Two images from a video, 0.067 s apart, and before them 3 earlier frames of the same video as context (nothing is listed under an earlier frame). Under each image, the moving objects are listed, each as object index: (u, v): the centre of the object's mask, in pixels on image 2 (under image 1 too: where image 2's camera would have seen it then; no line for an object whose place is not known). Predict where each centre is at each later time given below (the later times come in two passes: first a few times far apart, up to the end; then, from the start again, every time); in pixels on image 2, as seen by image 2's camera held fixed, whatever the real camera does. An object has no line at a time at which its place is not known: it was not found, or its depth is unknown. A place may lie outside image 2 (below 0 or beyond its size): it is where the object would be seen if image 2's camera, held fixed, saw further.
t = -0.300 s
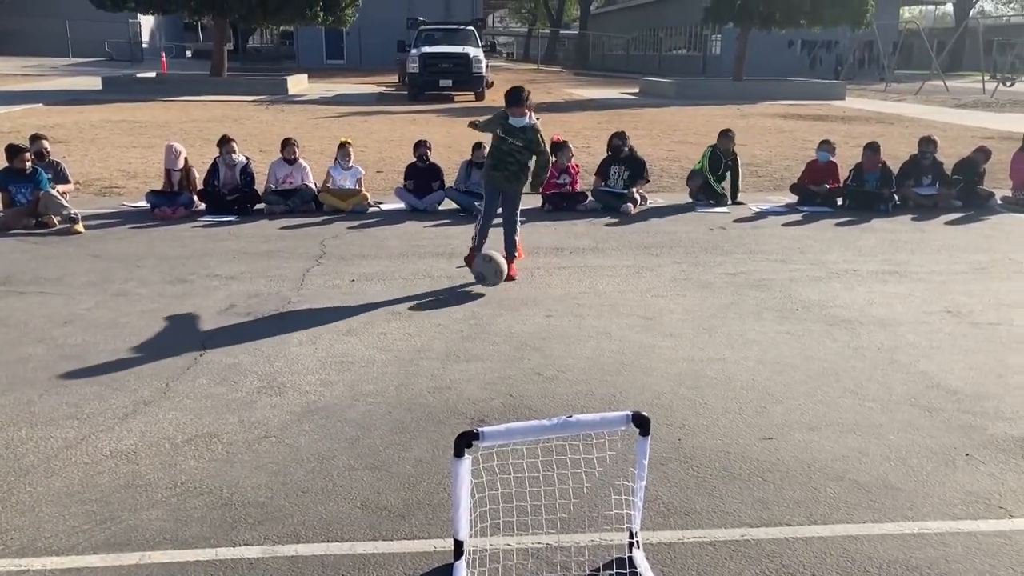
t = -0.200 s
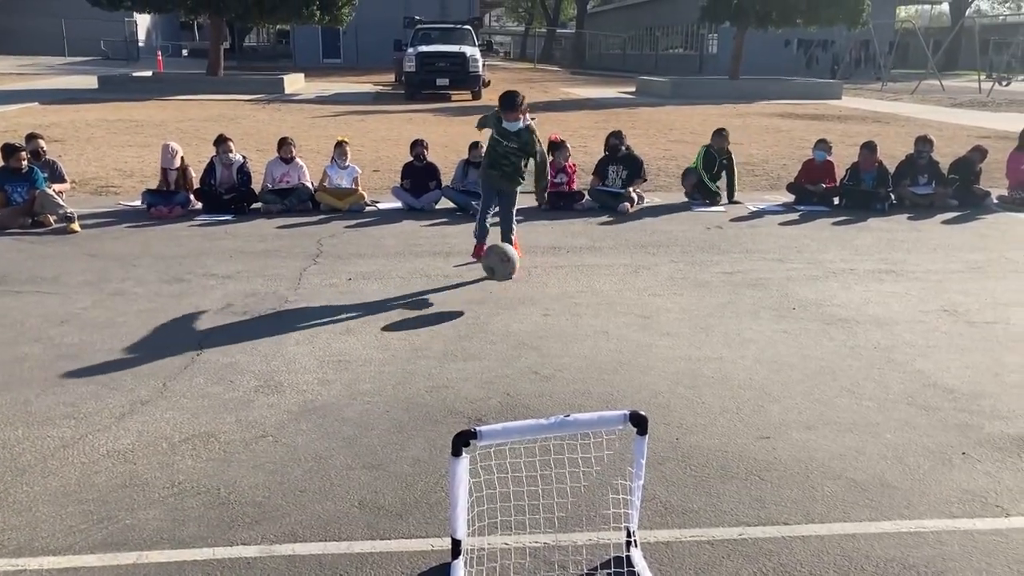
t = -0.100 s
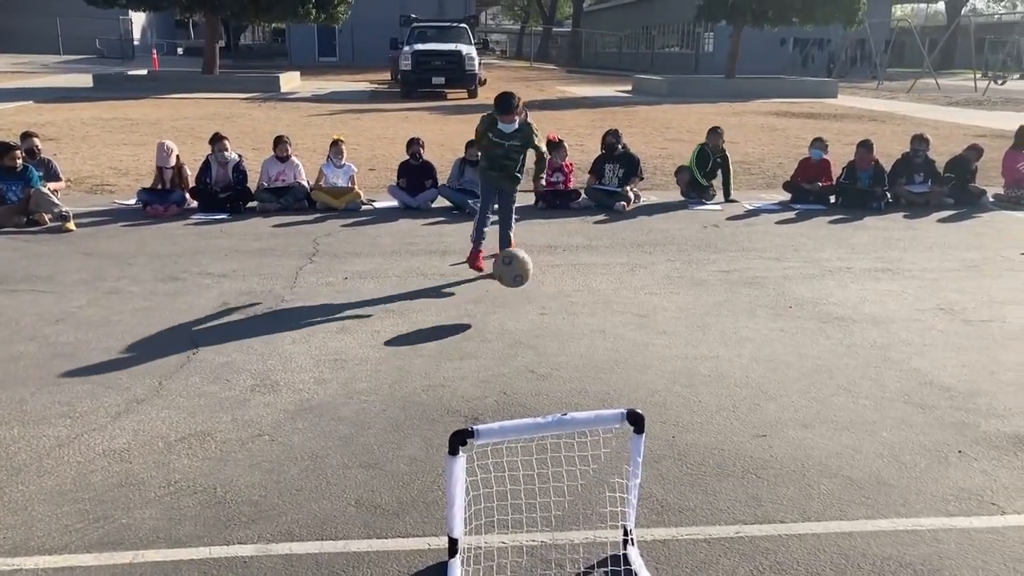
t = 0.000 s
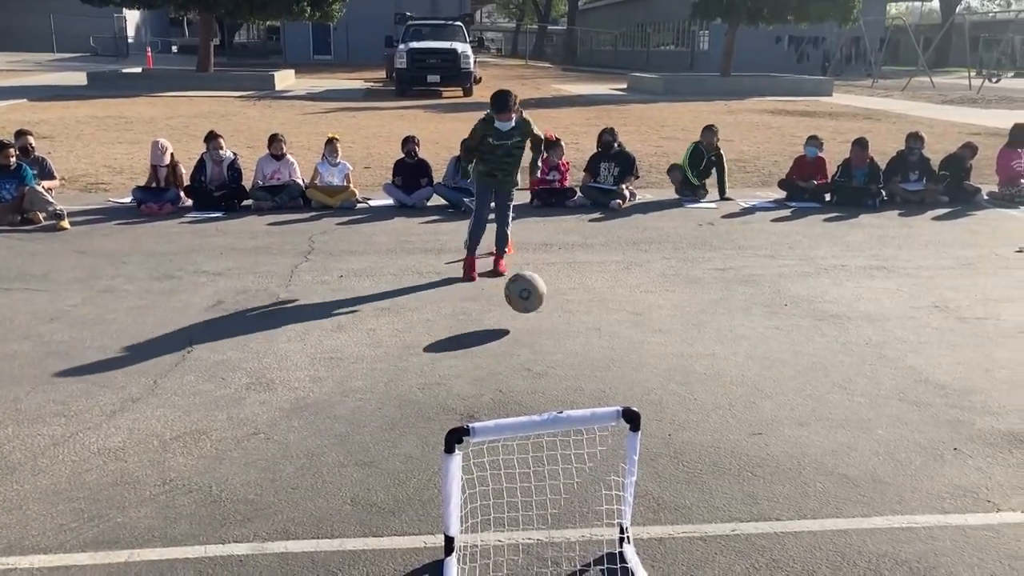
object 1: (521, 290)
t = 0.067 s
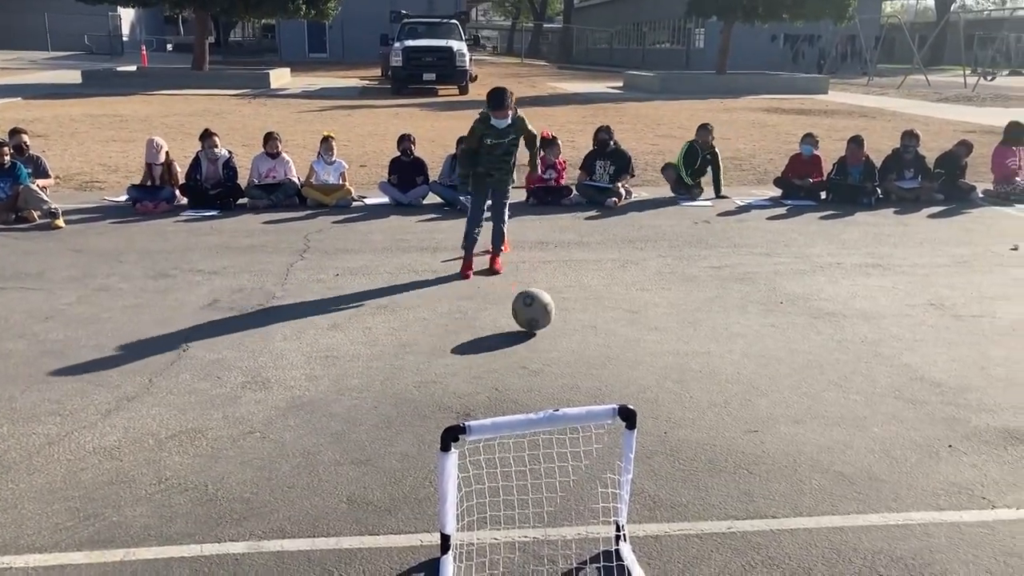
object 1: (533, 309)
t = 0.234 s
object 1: (562, 301)
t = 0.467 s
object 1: (608, 337)
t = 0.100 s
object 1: (538, 304)
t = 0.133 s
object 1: (544, 300)
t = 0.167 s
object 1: (550, 298)
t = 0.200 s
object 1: (556, 299)
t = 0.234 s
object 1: (562, 301)
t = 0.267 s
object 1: (568, 306)
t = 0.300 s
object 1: (574, 313)
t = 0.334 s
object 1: (581, 323)
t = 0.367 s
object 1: (587, 335)
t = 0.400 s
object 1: (594, 344)
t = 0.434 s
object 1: (601, 340)
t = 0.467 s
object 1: (608, 337)
